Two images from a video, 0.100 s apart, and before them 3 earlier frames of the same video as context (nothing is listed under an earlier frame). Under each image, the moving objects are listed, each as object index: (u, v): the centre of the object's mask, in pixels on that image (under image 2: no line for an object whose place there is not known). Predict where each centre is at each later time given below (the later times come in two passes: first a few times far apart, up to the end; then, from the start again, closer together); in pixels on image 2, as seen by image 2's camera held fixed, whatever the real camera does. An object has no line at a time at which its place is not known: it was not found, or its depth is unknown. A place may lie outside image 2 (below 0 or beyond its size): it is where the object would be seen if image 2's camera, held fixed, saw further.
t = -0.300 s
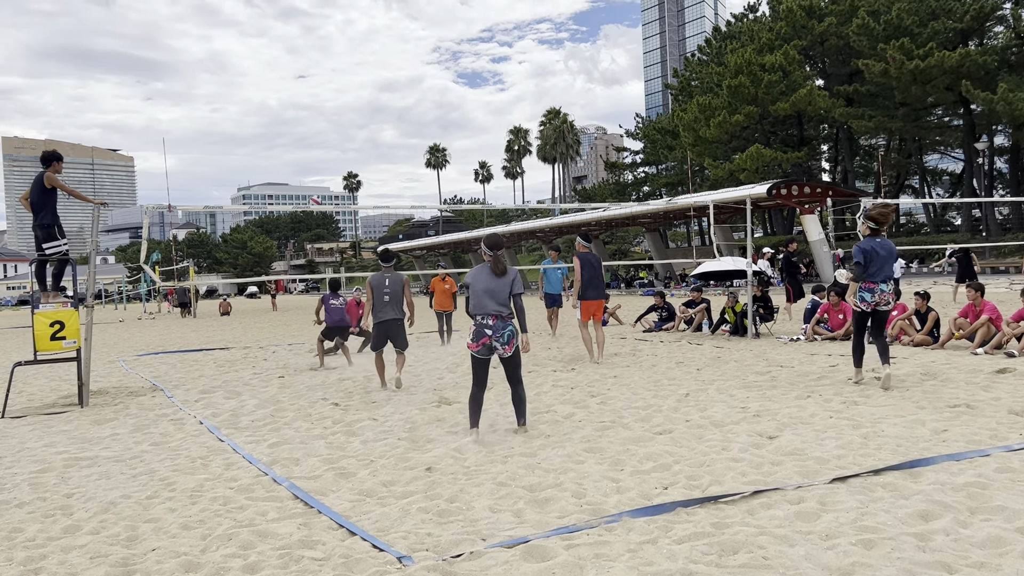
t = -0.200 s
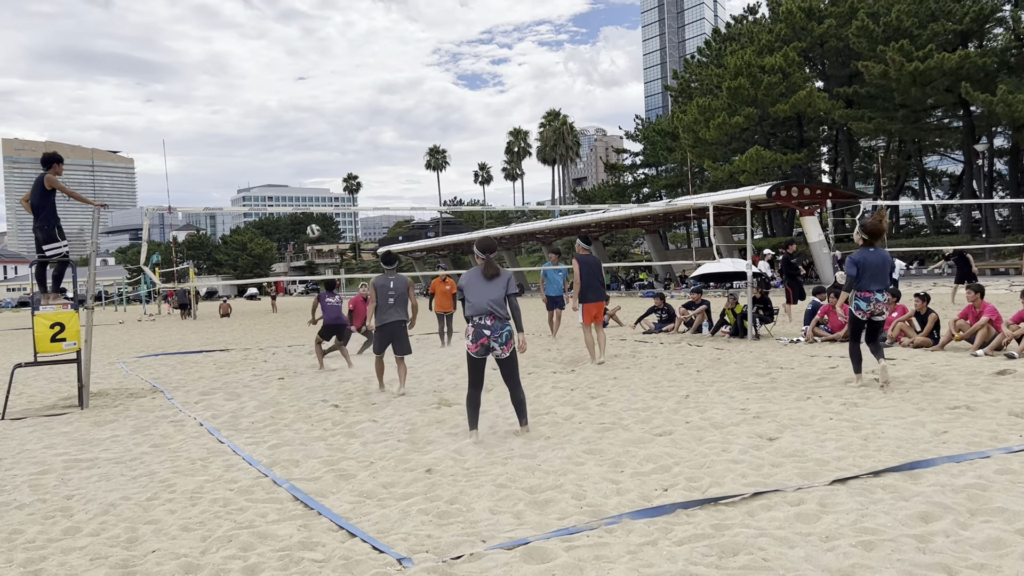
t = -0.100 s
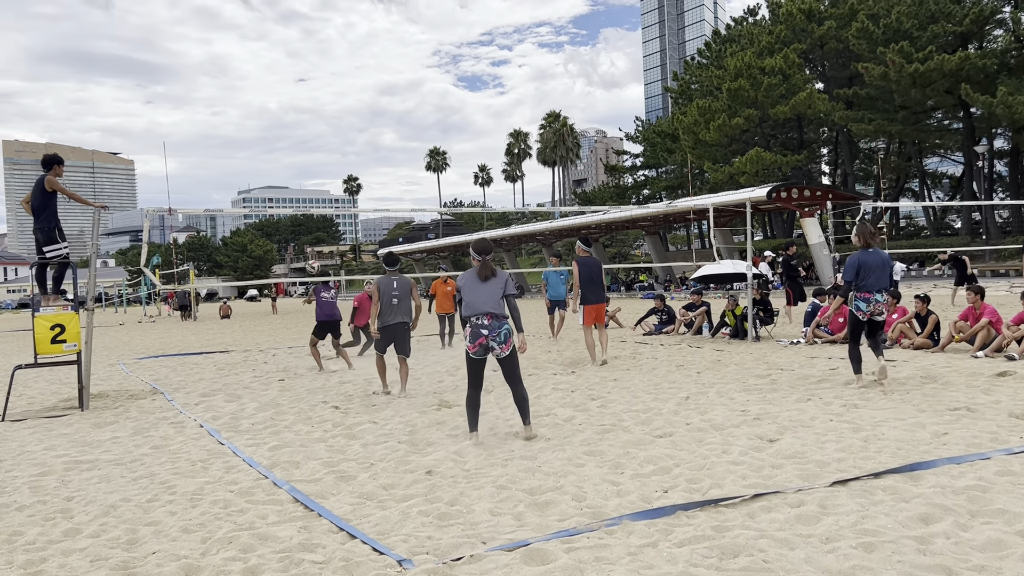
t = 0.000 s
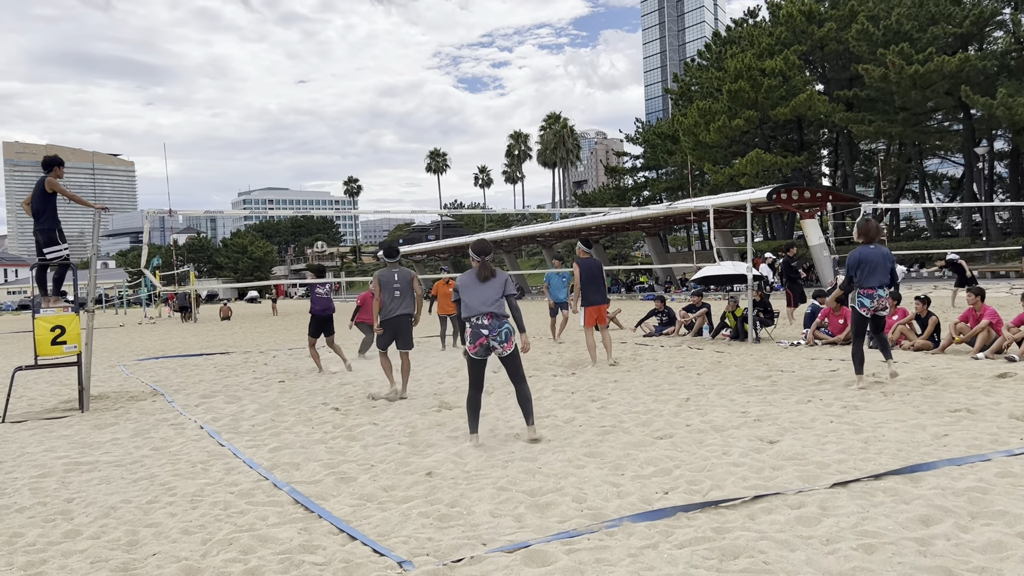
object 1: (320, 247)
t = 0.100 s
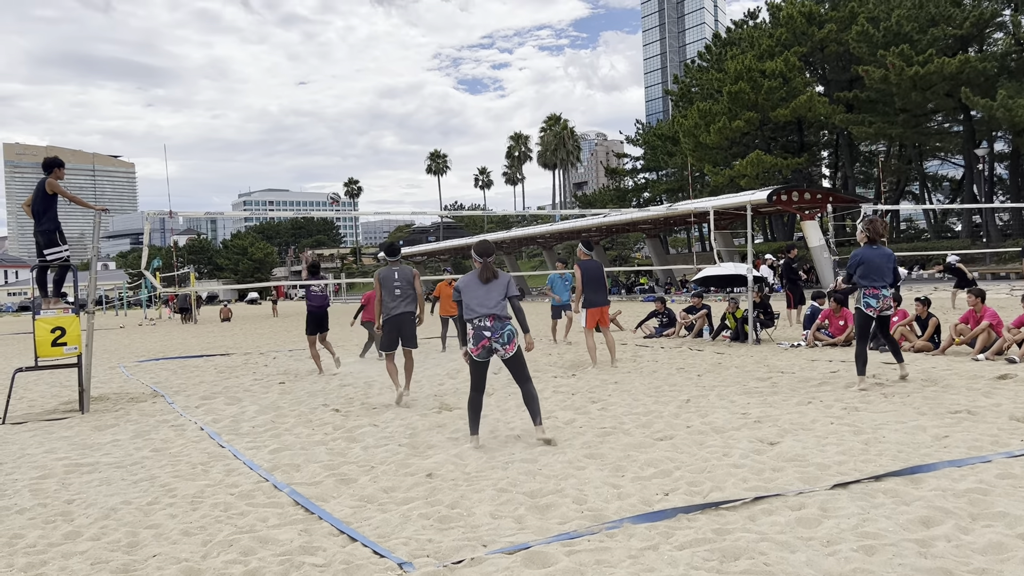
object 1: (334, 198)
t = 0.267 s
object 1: (353, 128)
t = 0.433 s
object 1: (372, 77)
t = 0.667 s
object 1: (397, 36)
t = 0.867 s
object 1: (419, 27)
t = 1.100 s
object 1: (446, 46)
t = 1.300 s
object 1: (470, 88)
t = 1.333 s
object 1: (474, 97)
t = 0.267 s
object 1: (353, 128)
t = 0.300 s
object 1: (357, 116)
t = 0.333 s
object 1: (361, 105)
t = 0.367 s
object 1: (364, 95)
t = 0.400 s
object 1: (368, 85)
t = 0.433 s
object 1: (372, 77)
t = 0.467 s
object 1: (376, 69)
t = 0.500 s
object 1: (379, 62)
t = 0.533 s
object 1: (383, 55)
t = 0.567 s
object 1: (386, 49)
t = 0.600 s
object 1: (389, 44)
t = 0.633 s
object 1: (393, 39)
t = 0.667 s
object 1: (397, 36)
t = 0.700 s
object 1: (400, 32)
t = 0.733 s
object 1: (404, 30)
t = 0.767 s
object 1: (408, 28)
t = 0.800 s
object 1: (412, 27)
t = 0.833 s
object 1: (416, 27)
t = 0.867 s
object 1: (419, 27)
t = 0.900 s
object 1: (423, 28)
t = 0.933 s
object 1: (427, 29)
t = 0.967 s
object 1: (431, 31)
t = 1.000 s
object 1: (435, 34)
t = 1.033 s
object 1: (438, 37)
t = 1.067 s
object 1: (443, 41)
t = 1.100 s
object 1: (446, 46)
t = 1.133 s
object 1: (450, 52)
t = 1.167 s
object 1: (454, 58)
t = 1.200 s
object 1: (458, 64)
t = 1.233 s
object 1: (462, 71)
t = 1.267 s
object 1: (466, 79)
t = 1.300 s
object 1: (470, 88)
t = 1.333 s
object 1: (474, 97)
